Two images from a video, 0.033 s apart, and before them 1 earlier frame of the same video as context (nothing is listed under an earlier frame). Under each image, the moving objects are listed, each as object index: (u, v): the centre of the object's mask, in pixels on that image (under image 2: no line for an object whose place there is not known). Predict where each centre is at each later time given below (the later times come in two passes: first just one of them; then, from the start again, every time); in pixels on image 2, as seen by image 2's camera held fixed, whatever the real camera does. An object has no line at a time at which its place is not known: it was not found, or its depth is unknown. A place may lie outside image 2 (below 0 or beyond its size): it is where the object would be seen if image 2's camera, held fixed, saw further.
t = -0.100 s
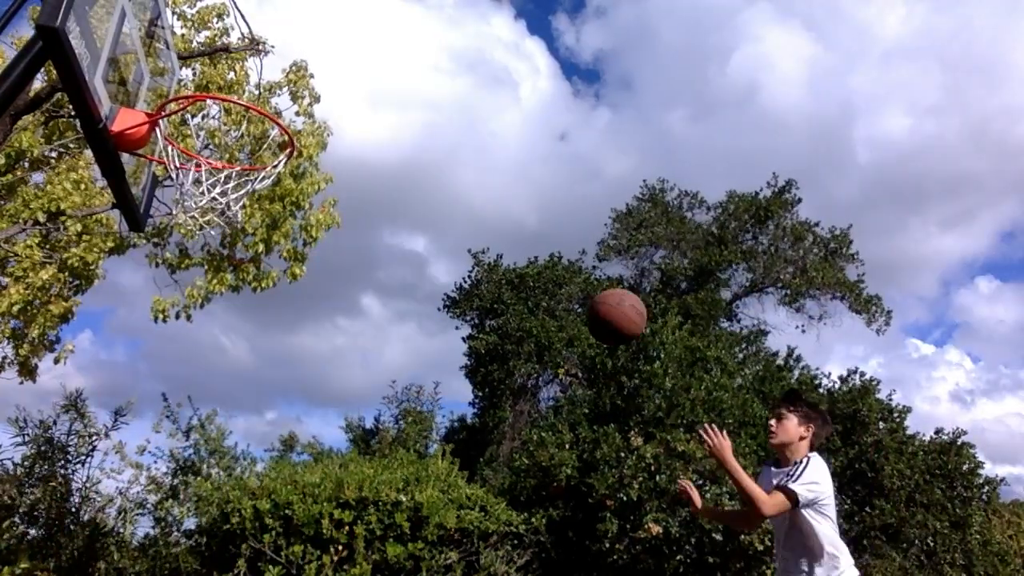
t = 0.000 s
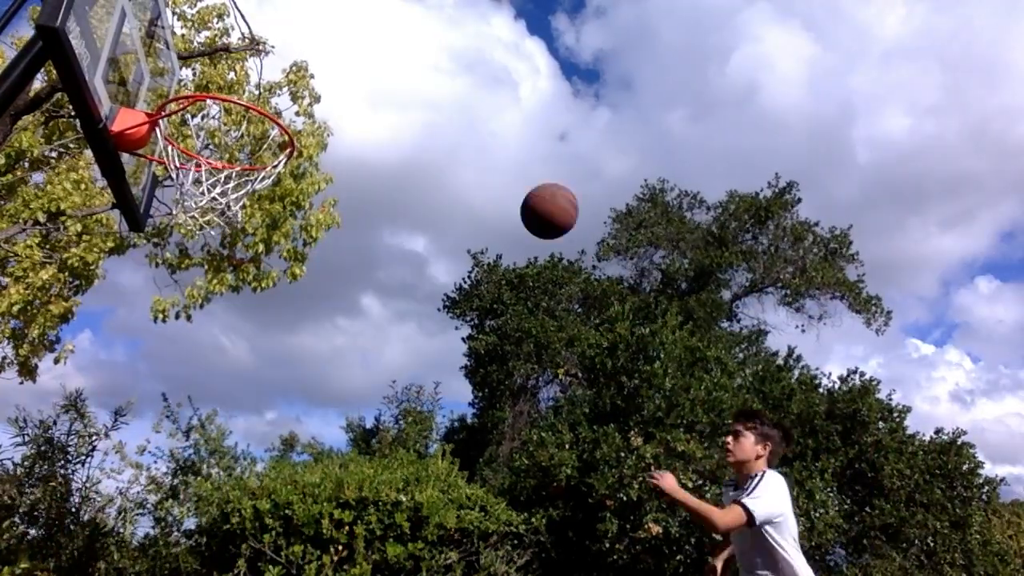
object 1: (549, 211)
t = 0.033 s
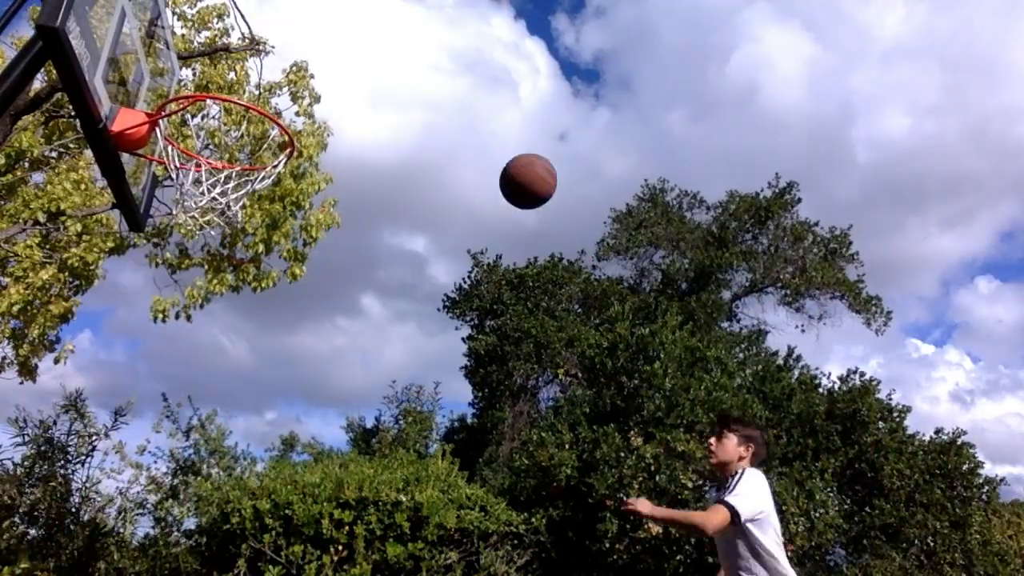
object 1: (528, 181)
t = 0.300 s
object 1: (362, 28)
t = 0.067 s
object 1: (507, 154)
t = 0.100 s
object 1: (486, 129)
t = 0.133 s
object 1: (466, 106)
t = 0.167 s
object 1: (445, 86)
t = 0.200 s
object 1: (425, 68)
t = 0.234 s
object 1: (404, 53)
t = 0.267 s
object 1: (383, 39)
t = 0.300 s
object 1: (362, 28)
